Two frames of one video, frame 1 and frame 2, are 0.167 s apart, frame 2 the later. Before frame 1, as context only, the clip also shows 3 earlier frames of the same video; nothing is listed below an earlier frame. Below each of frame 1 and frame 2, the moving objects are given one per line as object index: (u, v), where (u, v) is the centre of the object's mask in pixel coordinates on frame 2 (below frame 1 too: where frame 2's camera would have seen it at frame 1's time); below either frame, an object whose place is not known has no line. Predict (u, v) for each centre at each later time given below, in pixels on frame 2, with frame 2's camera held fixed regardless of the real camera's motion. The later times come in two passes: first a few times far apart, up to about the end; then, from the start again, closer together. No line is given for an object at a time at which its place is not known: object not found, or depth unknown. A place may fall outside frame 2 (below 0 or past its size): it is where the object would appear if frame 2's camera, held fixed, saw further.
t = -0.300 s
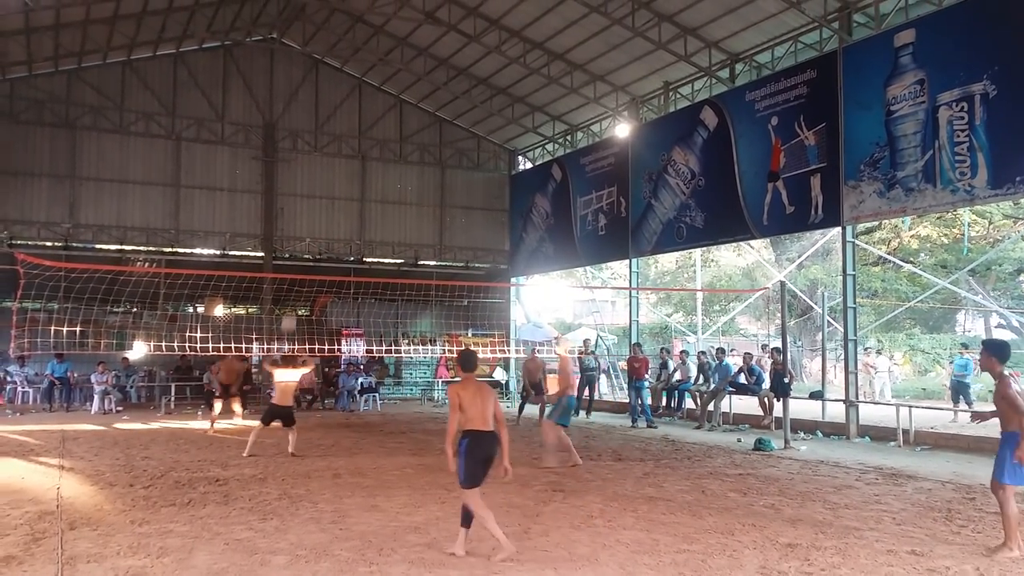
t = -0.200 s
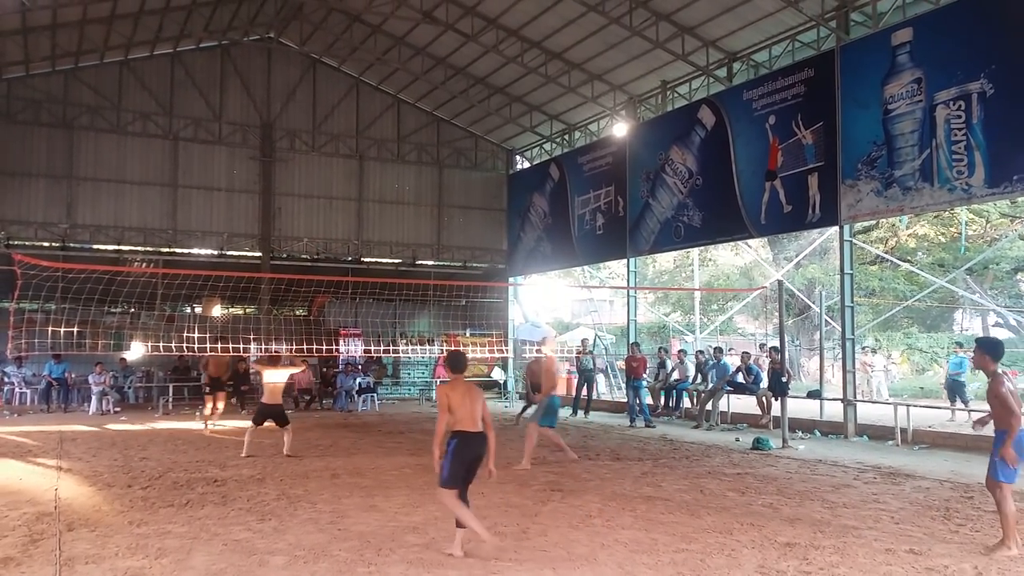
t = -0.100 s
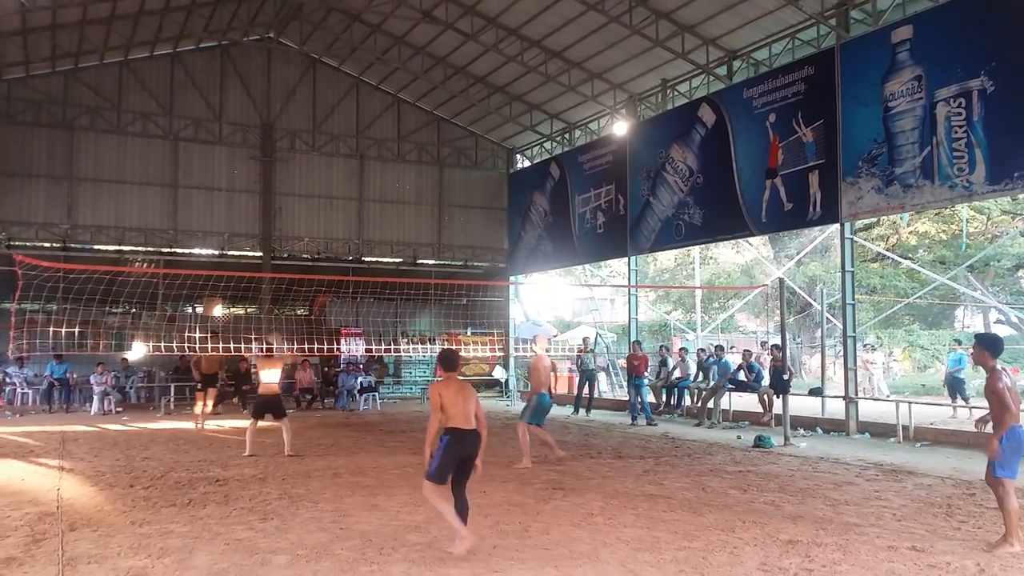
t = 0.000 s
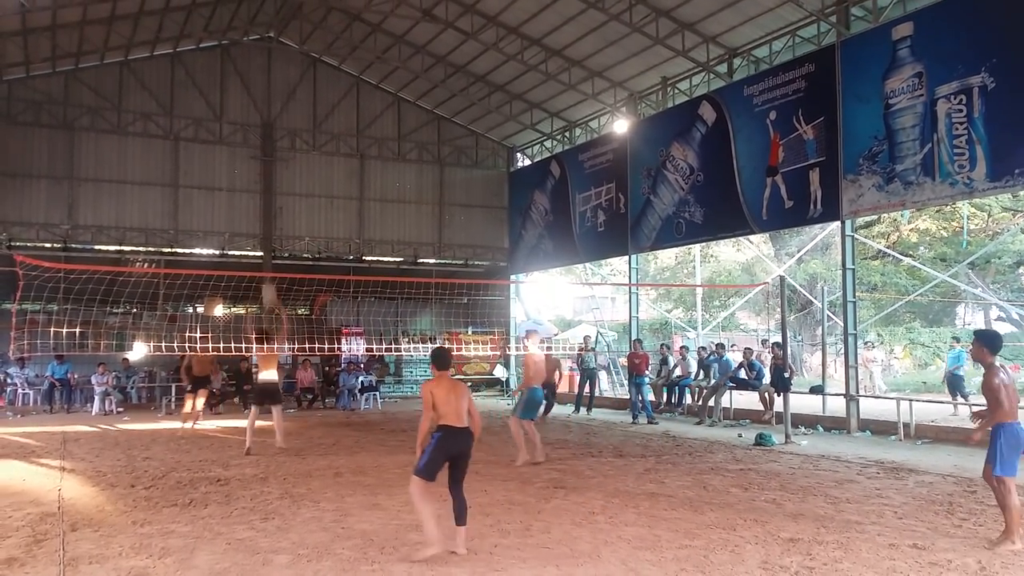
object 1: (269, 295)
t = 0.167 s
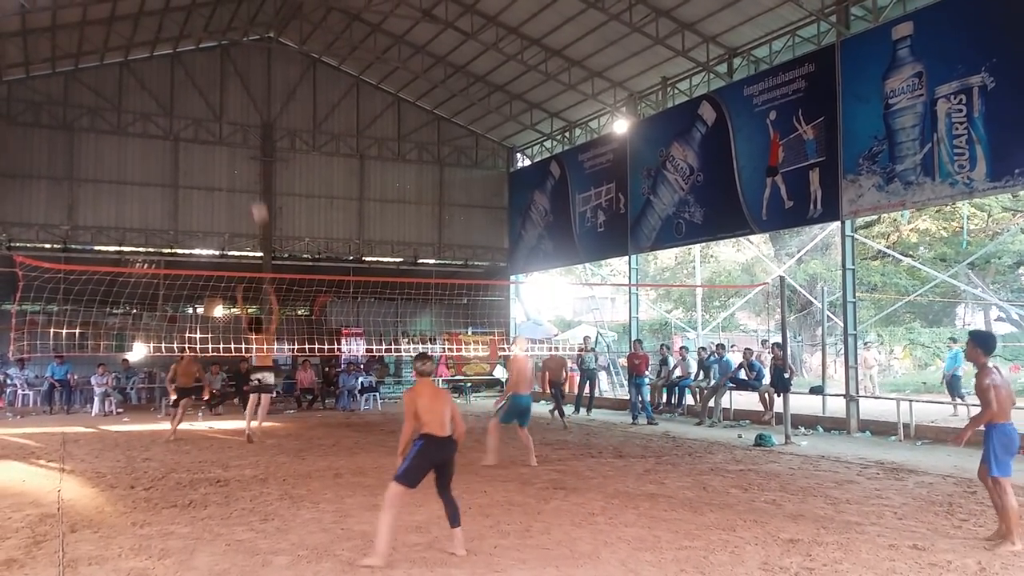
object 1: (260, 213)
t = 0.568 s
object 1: (232, 87)
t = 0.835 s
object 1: (212, 61)
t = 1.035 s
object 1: (196, 75)
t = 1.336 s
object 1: (170, 152)
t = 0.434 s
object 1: (241, 117)
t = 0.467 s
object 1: (239, 108)
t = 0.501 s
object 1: (237, 100)
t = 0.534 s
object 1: (234, 93)
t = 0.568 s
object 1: (232, 87)
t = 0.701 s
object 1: (222, 68)
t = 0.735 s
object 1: (220, 65)
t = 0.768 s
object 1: (217, 63)
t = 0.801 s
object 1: (215, 62)
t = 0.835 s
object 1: (212, 61)
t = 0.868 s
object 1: (209, 61)
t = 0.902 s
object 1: (207, 63)
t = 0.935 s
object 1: (204, 64)
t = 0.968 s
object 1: (202, 67)
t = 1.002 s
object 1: (199, 70)
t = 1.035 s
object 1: (196, 75)
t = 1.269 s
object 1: (176, 129)
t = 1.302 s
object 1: (173, 140)
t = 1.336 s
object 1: (170, 152)
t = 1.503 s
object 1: (153, 224)
